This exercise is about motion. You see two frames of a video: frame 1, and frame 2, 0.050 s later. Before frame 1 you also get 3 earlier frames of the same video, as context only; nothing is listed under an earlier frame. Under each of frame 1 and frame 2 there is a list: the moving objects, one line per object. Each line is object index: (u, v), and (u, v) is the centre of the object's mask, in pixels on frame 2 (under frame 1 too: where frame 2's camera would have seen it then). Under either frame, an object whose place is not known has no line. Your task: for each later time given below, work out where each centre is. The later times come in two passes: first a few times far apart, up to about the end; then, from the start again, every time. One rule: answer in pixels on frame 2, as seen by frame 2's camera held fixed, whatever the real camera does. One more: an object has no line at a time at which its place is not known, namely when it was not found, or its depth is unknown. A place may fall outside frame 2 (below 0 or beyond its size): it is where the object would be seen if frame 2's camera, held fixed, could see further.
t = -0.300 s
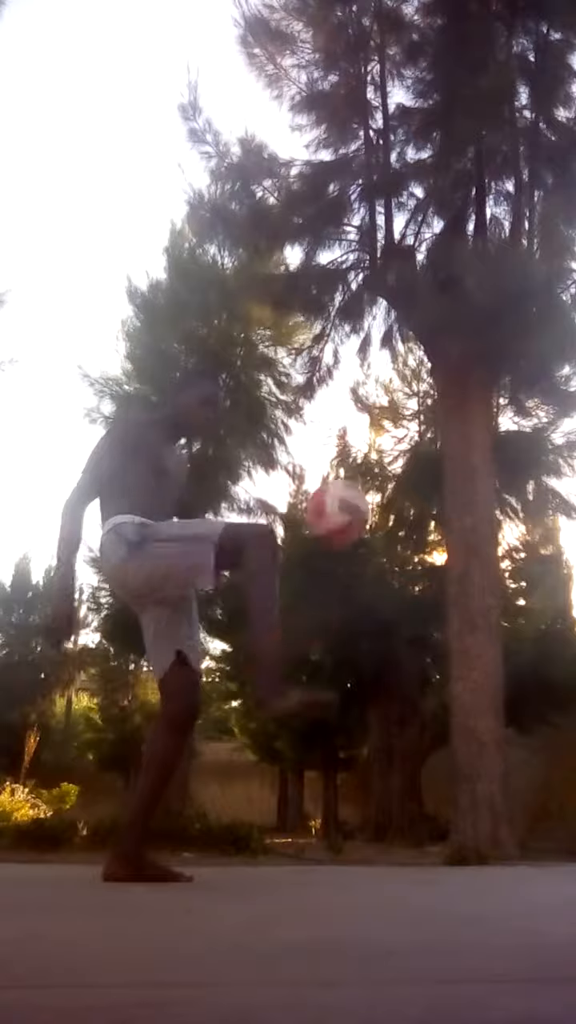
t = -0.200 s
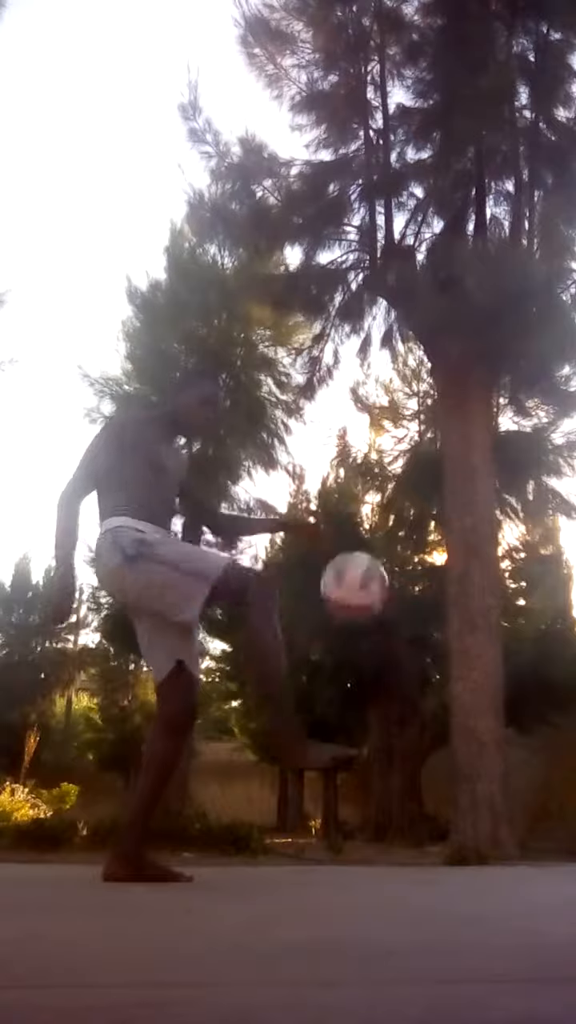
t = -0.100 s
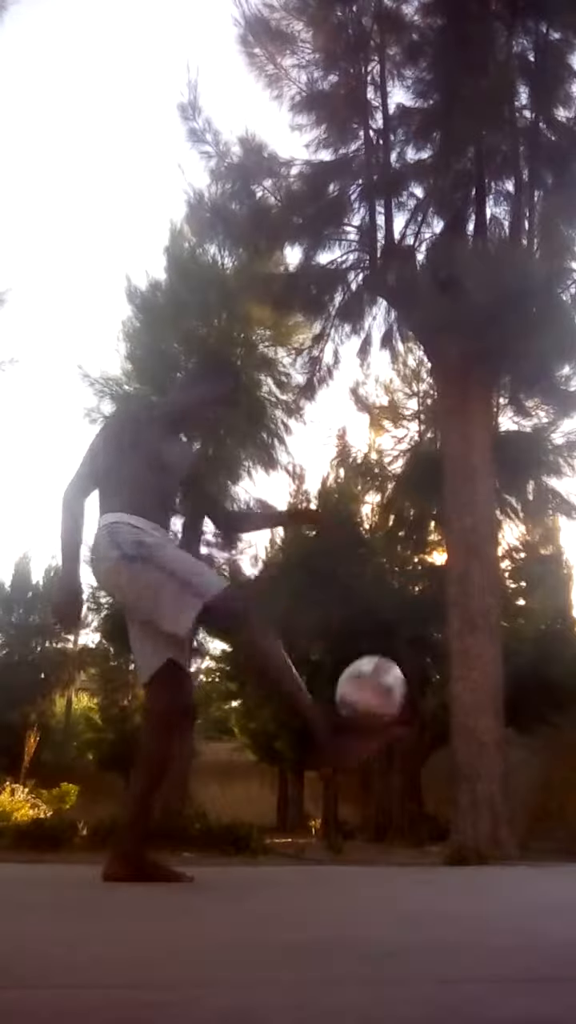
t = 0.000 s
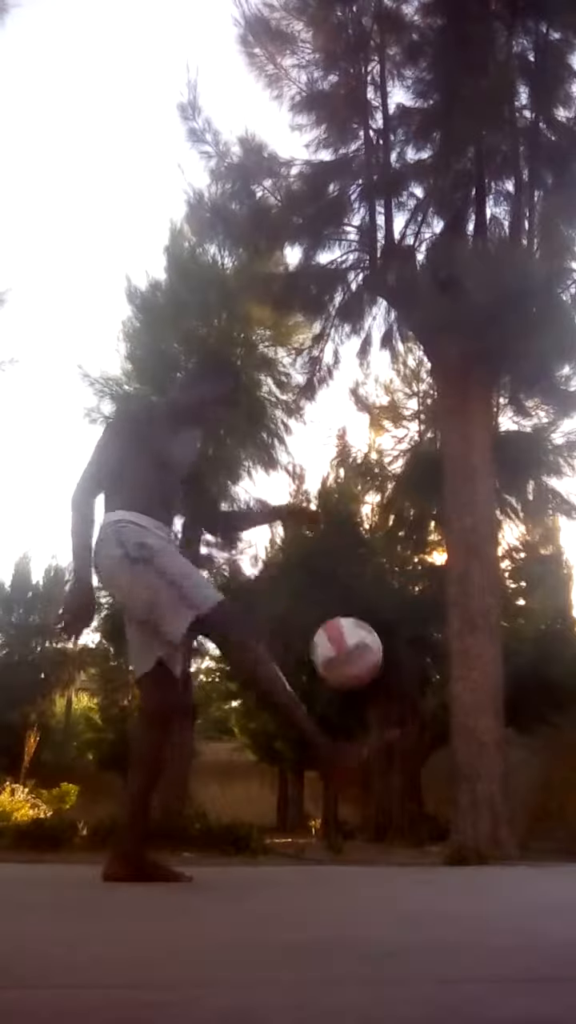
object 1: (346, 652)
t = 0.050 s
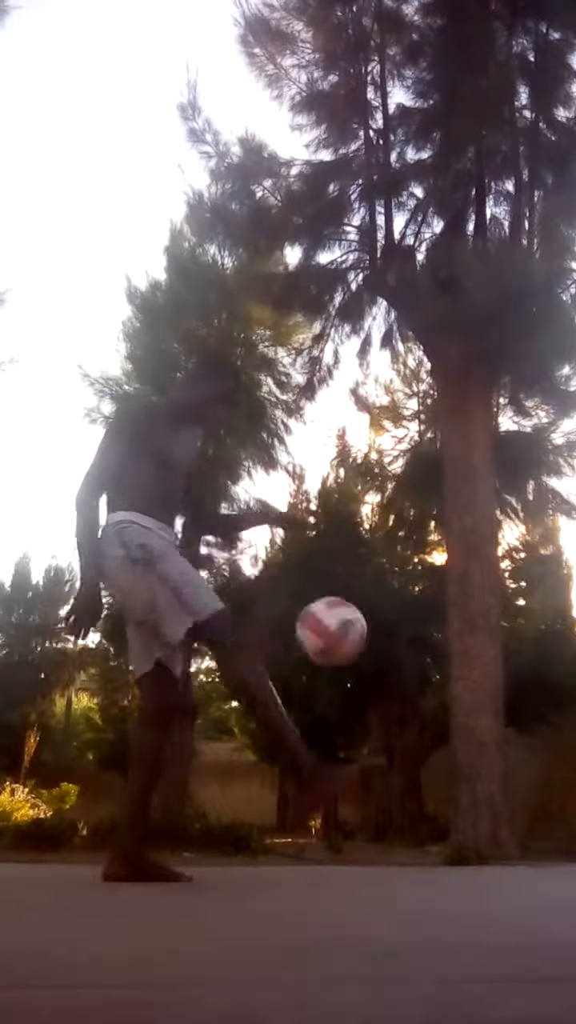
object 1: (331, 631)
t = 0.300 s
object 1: (258, 655)
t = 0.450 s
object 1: (211, 772)
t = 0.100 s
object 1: (317, 620)
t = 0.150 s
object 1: (302, 617)
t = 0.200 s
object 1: (288, 621)
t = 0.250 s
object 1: (273, 633)
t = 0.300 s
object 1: (258, 655)
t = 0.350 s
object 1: (243, 683)
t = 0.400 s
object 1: (227, 722)
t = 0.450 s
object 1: (211, 772)
